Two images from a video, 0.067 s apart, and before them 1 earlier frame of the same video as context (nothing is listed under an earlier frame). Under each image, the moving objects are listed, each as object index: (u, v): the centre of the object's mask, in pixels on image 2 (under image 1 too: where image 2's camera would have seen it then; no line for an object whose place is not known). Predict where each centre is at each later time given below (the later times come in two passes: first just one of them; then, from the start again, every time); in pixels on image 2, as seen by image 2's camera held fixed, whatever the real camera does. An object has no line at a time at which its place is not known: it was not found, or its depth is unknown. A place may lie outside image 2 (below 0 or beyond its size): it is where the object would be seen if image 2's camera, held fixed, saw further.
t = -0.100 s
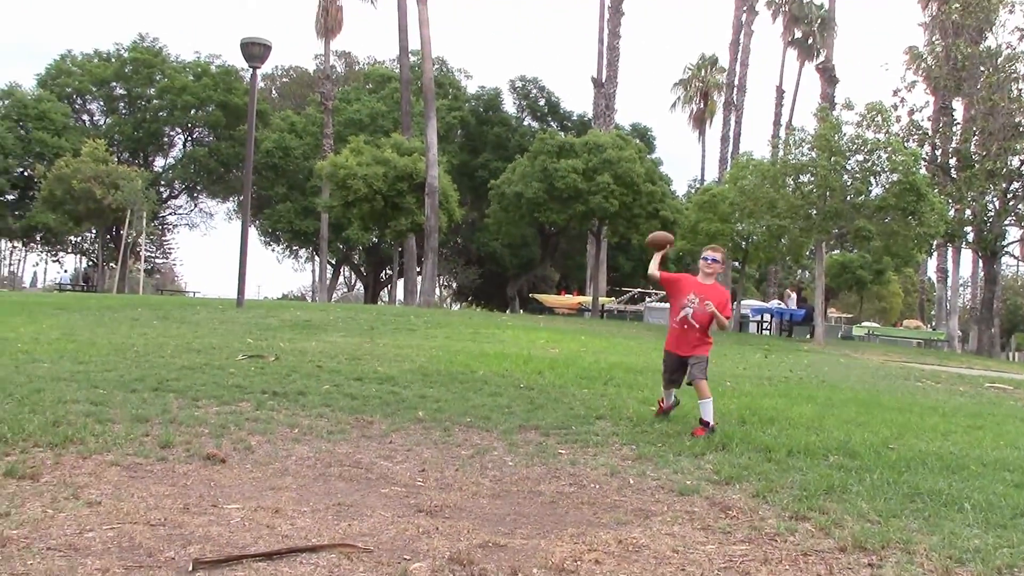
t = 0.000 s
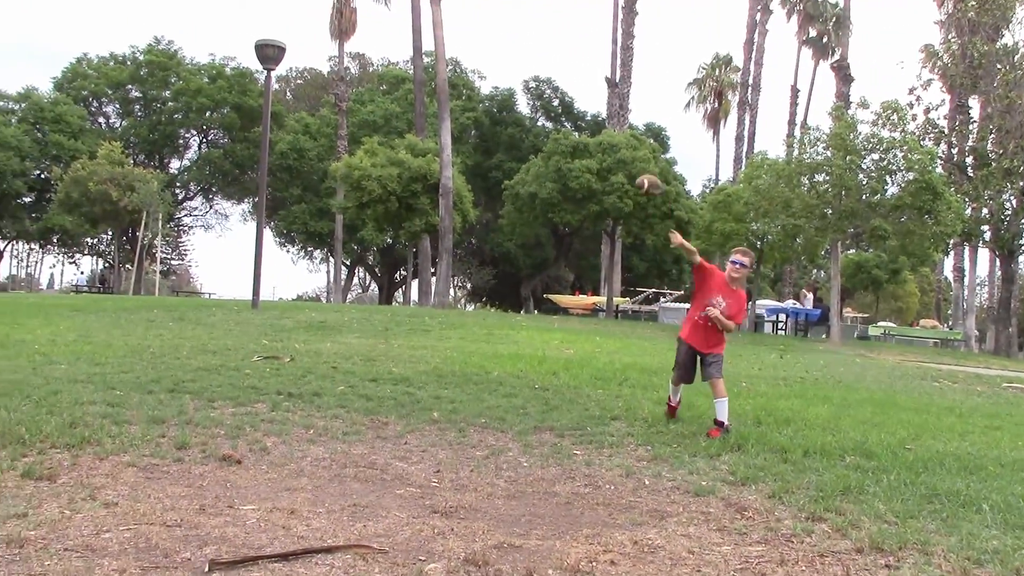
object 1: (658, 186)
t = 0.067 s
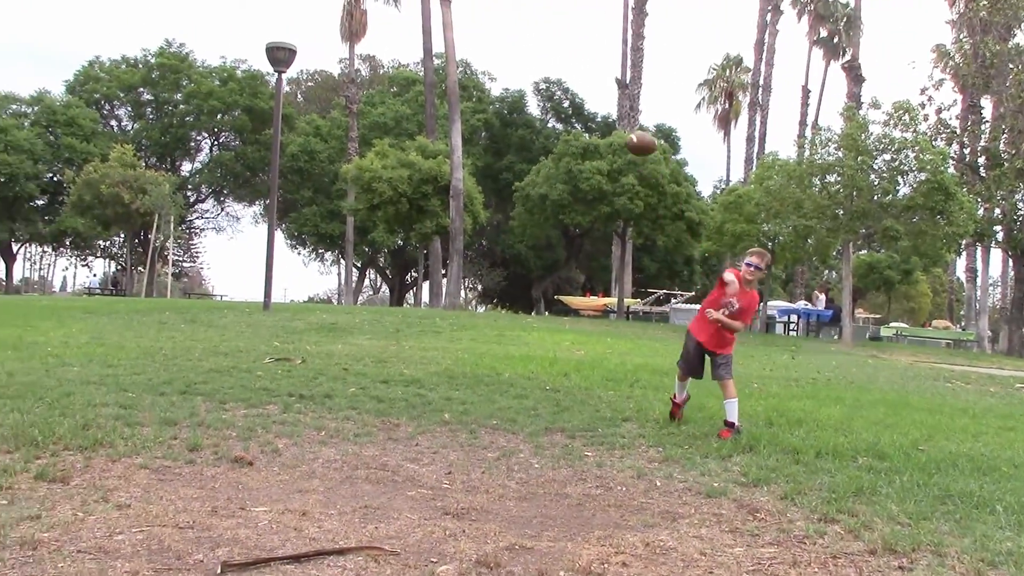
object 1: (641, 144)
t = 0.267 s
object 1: (557, 16)
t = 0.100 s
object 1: (632, 122)
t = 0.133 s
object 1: (621, 100)
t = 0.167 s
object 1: (608, 79)
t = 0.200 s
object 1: (593, 58)
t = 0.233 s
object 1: (577, 37)
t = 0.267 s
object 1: (557, 16)
